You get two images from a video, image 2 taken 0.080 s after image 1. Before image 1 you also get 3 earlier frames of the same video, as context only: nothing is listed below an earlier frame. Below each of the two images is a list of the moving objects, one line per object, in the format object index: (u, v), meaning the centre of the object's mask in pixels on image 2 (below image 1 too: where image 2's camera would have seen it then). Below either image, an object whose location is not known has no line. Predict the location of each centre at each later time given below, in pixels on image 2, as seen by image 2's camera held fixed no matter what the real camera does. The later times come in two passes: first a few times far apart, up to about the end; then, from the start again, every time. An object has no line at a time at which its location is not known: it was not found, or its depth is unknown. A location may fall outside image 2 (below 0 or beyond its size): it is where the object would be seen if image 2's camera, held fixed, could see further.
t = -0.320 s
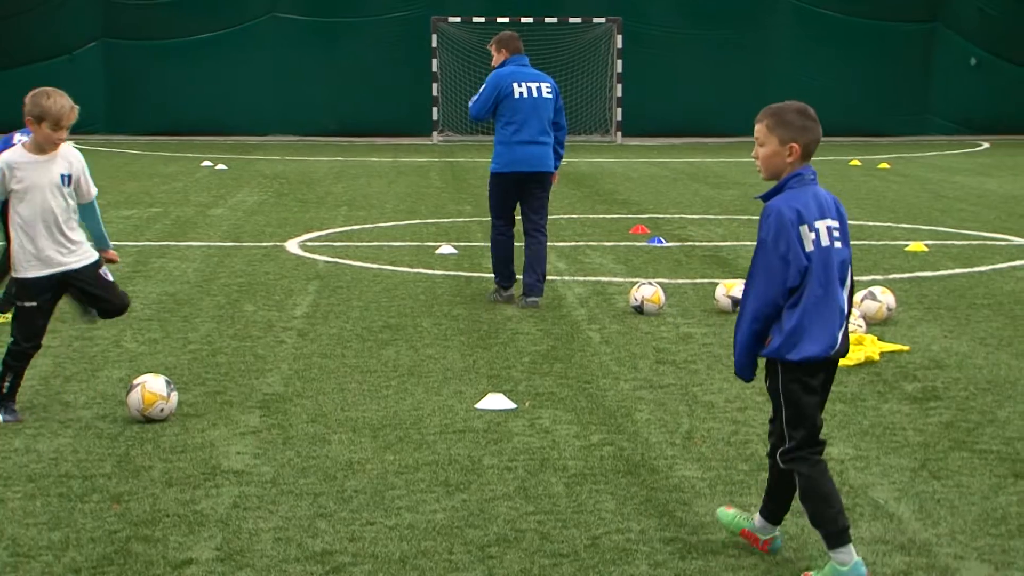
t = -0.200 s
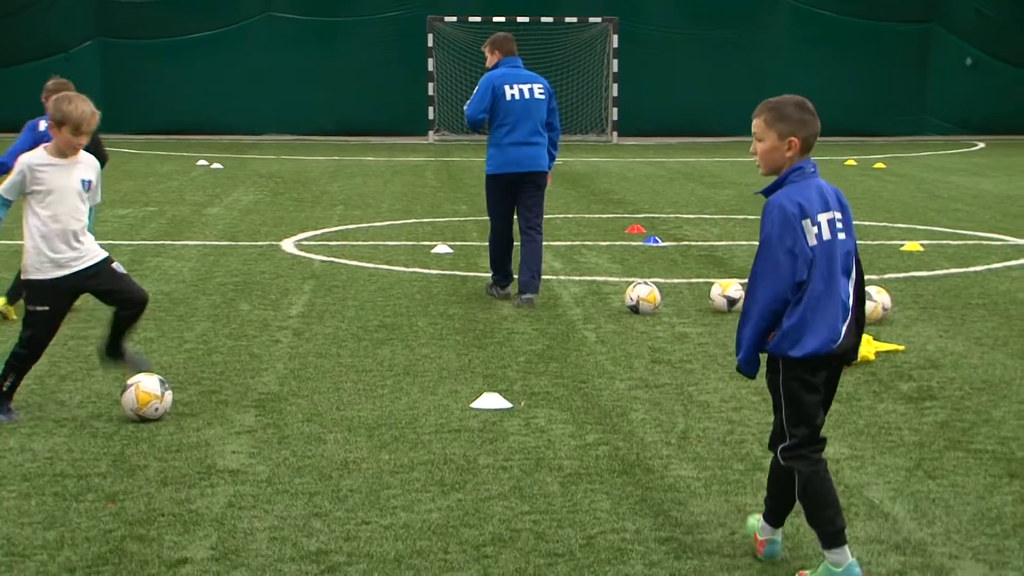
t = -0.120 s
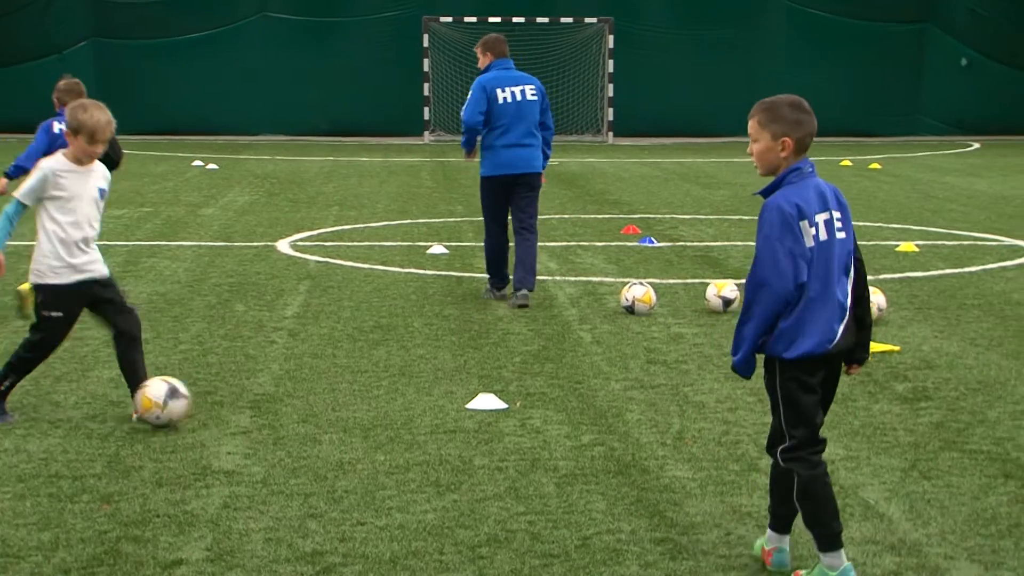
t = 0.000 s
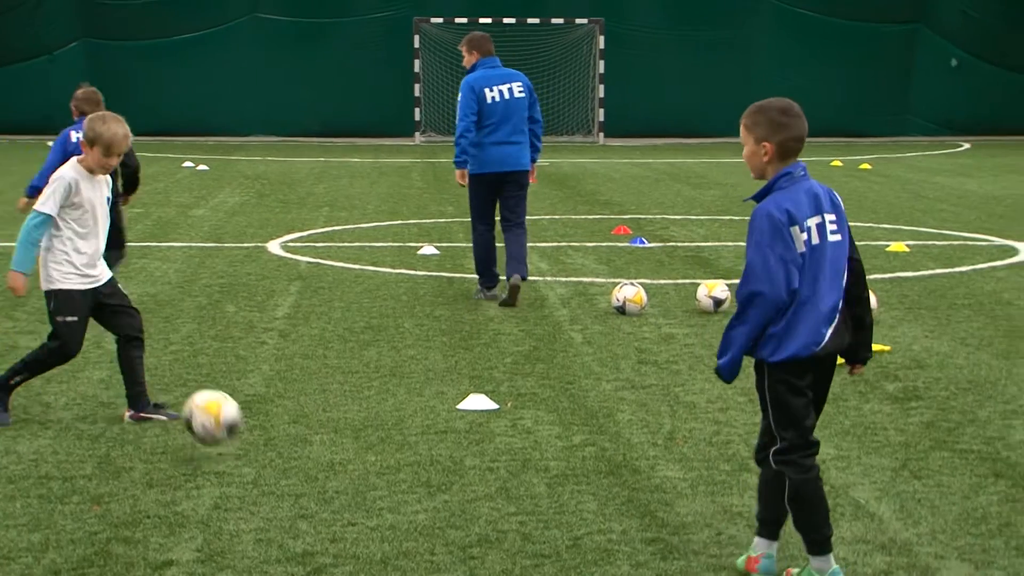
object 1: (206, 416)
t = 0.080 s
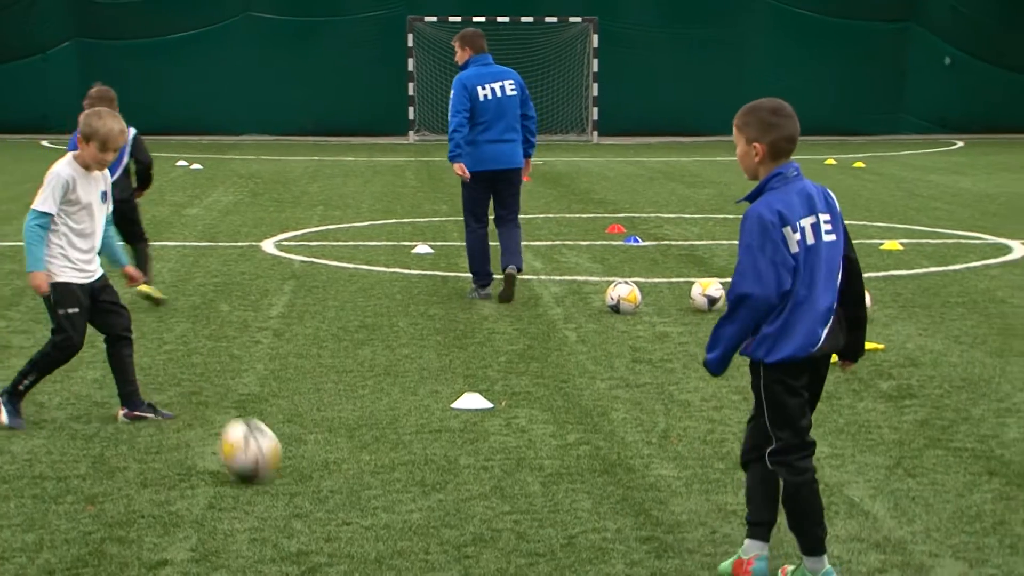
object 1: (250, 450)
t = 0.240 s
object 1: (329, 484)
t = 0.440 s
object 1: (427, 529)
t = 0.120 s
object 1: (270, 464)
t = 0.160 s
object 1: (290, 465)
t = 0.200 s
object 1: (308, 471)
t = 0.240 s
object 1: (329, 484)
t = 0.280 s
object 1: (351, 500)
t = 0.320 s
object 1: (370, 508)
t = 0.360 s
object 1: (388, 509)
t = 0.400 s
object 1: (407, 516)
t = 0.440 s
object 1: (427, 529)
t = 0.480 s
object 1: (449, 546)
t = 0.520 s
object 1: (468, 552)
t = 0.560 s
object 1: (488, 551)
